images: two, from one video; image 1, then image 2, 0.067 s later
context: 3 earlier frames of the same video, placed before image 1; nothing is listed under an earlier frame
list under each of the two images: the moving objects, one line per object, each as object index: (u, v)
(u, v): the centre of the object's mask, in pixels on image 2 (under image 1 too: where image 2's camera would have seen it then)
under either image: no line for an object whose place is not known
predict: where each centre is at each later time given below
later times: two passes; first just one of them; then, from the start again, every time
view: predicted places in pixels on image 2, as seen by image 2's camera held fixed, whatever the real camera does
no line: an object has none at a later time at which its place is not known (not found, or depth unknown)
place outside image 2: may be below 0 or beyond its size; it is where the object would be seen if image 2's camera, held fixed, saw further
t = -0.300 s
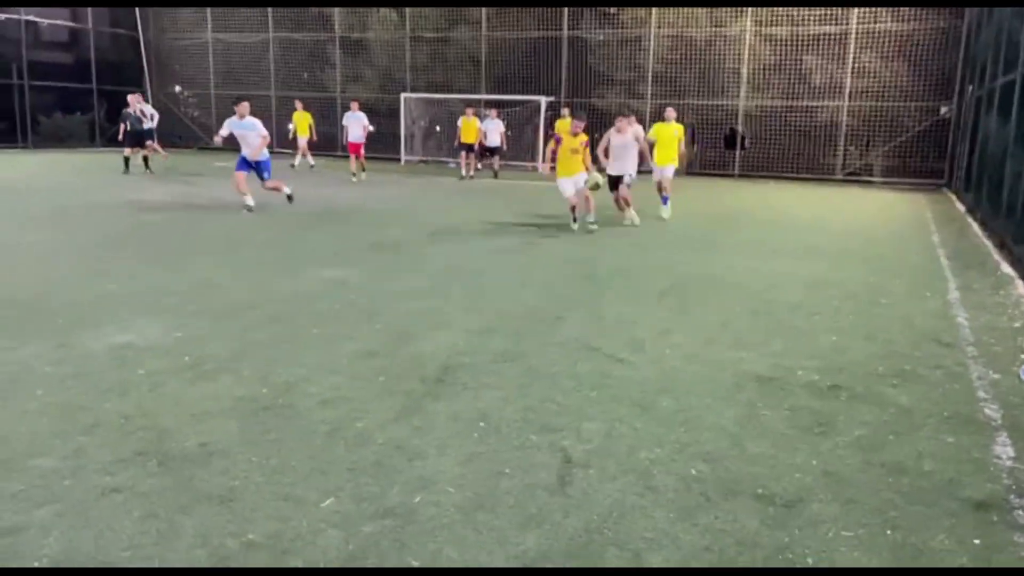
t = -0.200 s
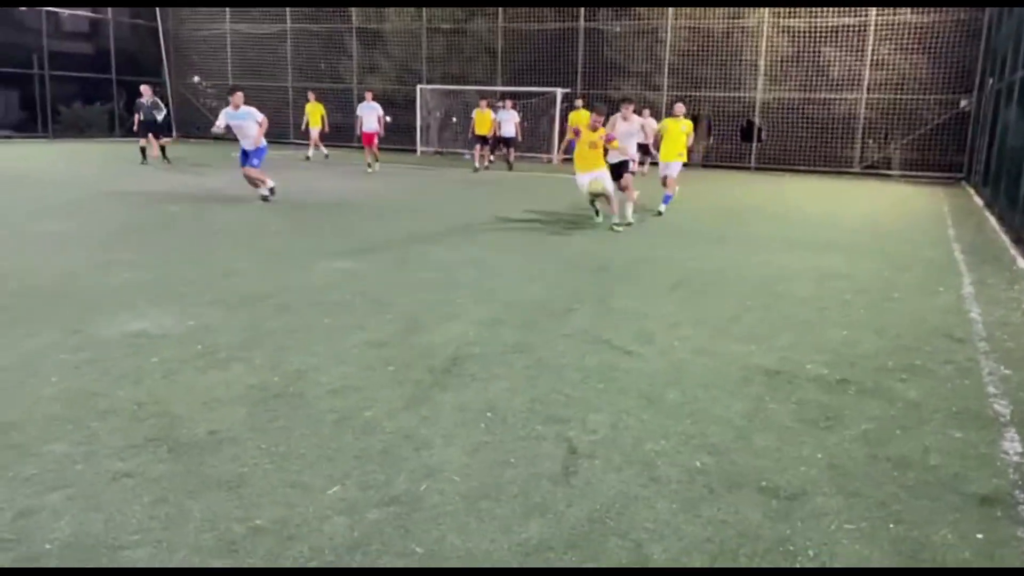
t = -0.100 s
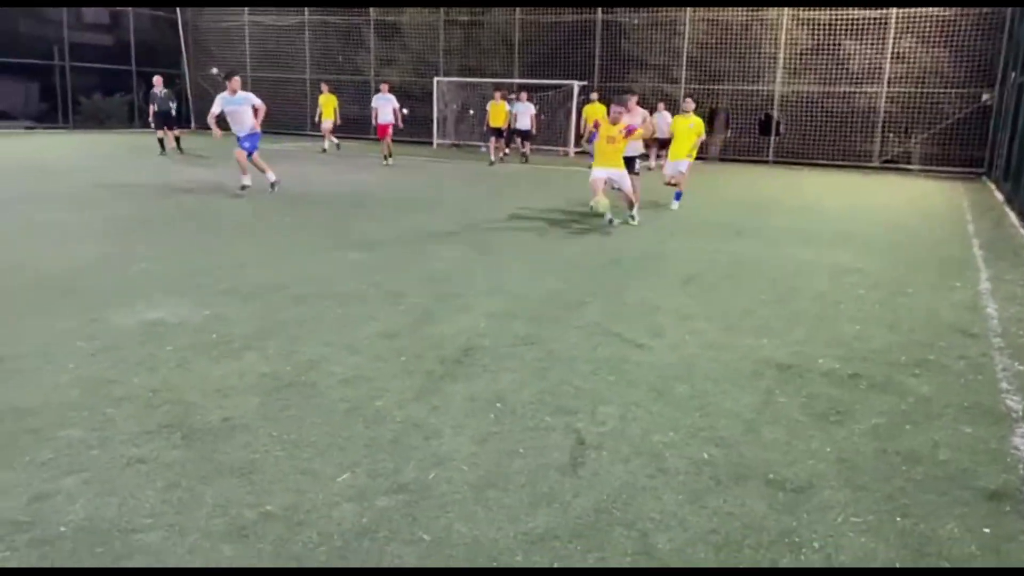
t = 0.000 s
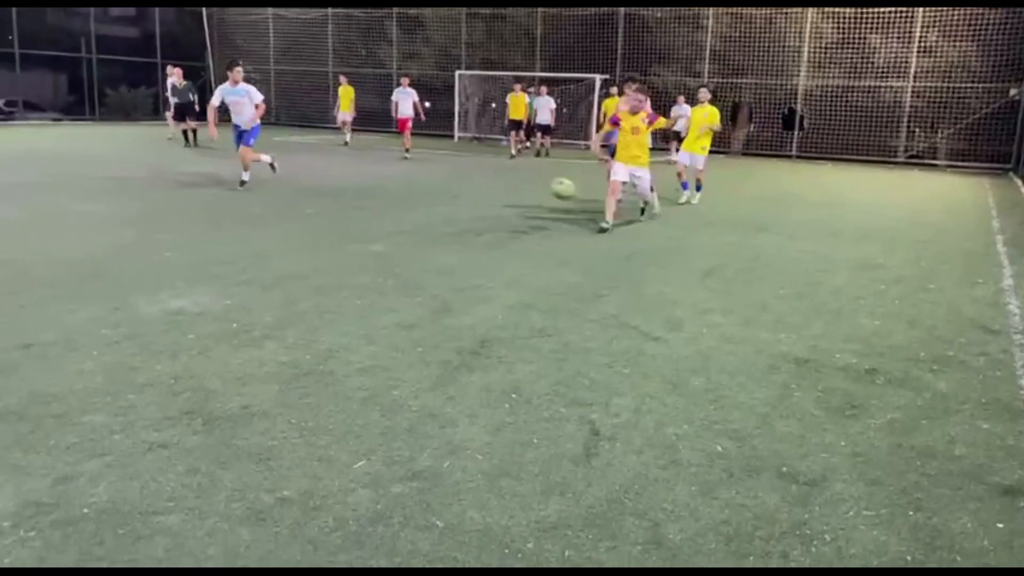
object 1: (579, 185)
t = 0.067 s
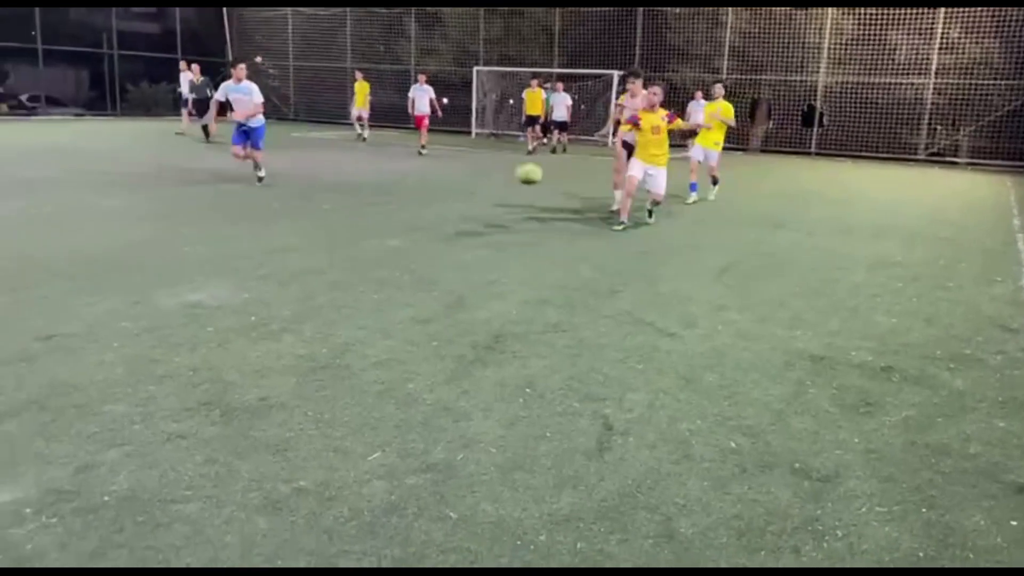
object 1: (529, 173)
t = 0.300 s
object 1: (303, 165)
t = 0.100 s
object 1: (501, 168)
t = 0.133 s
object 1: (472, 165)
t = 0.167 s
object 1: (442, 163)
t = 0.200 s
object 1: (409, 162)
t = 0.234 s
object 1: (376, 161)
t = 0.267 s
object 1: (341, 162)
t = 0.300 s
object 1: (303, 165)
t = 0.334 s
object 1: (263, 170)
